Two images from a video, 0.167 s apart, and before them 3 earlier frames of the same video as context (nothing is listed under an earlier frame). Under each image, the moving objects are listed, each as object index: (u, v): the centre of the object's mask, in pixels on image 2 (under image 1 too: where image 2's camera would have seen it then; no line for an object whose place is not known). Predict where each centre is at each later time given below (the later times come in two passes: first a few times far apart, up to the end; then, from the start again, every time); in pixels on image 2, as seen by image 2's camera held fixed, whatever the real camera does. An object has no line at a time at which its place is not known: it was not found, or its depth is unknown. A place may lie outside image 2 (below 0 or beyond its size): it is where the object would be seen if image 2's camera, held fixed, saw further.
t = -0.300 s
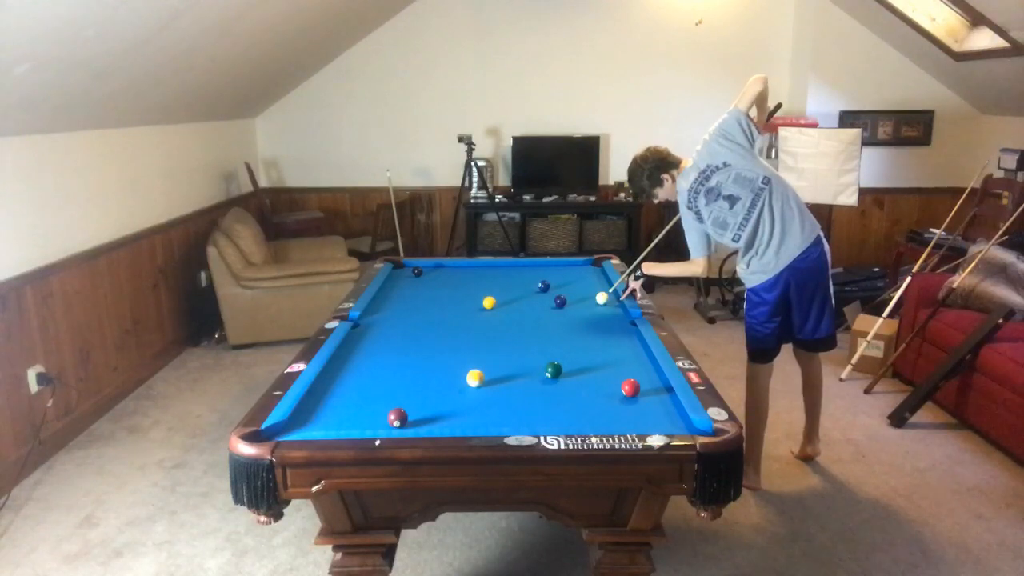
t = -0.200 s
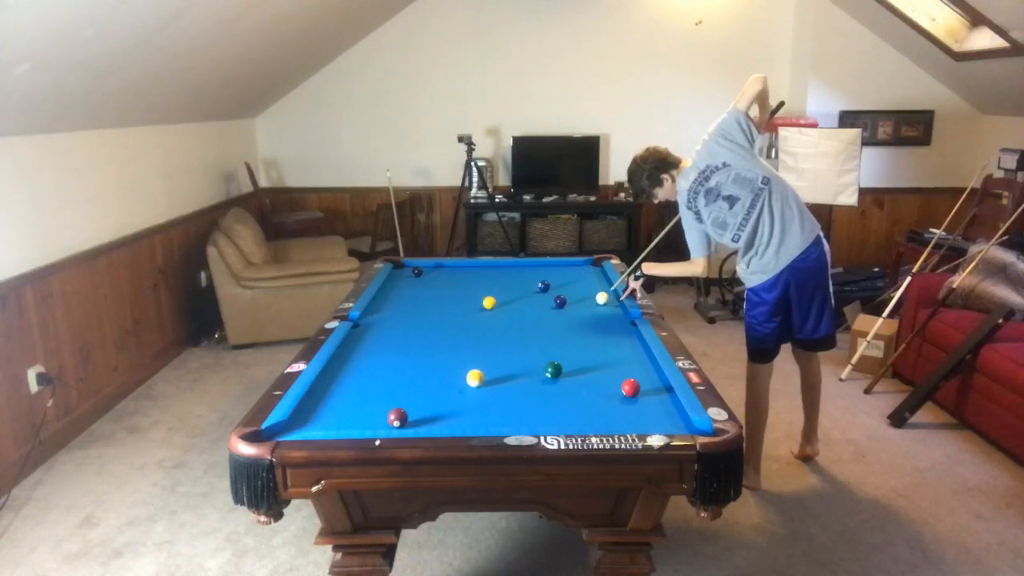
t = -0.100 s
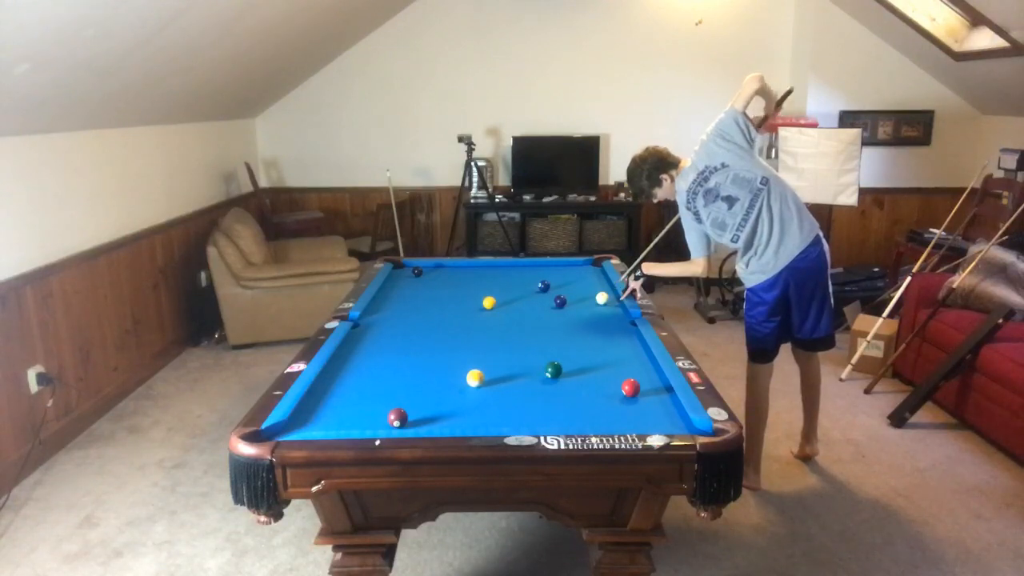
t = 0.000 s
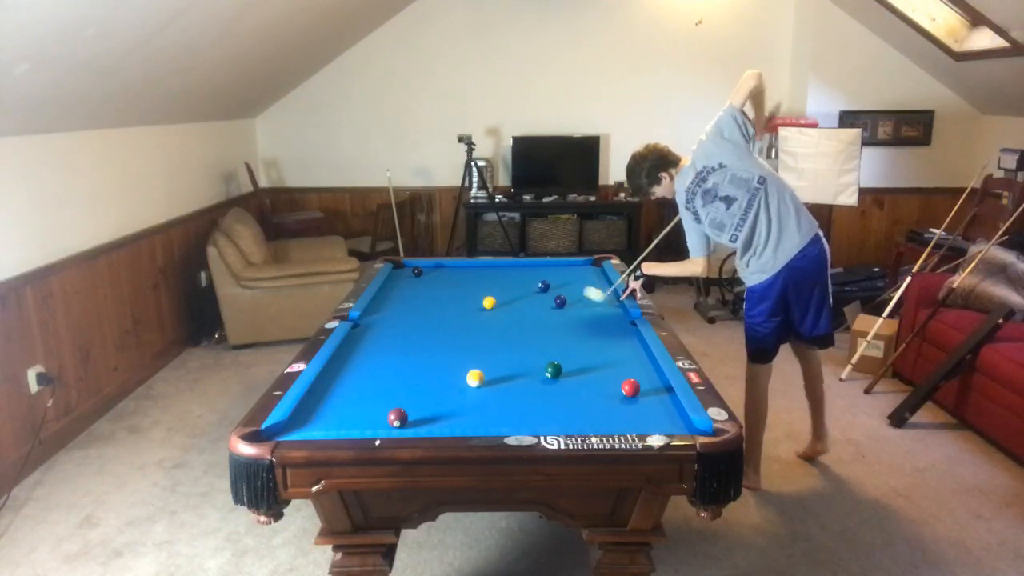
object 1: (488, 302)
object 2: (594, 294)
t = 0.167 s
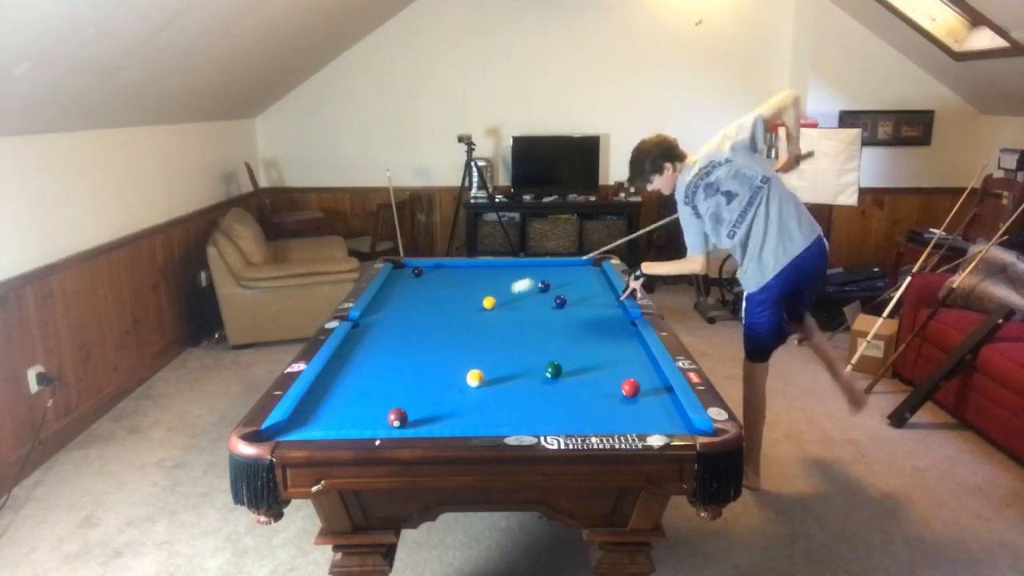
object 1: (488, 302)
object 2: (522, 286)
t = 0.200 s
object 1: (489, 302)
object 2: (508, 291)
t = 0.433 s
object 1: (444, 314)
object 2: (465, 290)
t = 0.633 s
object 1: (404, 324)
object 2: (447, 282)
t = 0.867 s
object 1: (354, 337)
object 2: (427, 274)
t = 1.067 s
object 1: (365, 345)
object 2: (428, 270)
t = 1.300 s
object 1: (383, 355)
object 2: (431, 267)
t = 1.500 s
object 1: (399, 364)
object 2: (434, 264)
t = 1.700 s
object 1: (416, 373)
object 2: (437, 264)
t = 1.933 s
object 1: (437, 383)
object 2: (442, 266)
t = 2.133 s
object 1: (455, 393)
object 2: (445, 267)
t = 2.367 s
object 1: (477, 404)
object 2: (449, 268)
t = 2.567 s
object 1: (496, 413)
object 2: (452, 269)
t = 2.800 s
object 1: (520, 422)
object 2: (456, 270)
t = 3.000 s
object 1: (533, 420)
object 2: (458, 271)
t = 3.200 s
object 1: (545, 416)
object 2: (460, 272)
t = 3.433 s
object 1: (556, 411)
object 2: (462, 272)
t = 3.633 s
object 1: (565, 407)
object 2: (463, 273)
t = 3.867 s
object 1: (574, 402)
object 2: (463, 273)
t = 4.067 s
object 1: (581, 399)
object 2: (463, 273)
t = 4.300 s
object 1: (588, 395)
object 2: (463, 273)
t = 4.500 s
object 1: (593, 393)
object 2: (463, 273)
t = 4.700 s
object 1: (598, 390)
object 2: (463, 273)
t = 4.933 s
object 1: (602, 388)
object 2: (463, 273)
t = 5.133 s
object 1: (605, 386)
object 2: (463, 273)
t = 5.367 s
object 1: (608, 385)
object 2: (463, 273)
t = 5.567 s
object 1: (610, 383)
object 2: (463, 273)
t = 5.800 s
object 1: (612, 382)
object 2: (463, 273)
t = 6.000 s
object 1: (613, 382)
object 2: (463, 273)
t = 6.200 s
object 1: (614, 381)
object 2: (463, 273)
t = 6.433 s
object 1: (614, 381)
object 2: (463, 273)
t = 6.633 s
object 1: (614, 381)
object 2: (463, 273)
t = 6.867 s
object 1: (614, 381)
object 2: (463, 273)
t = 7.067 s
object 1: (614, 381)
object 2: (463, 273)
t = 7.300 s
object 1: (614, 381)
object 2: (463, 273)
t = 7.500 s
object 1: (614, 381)
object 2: (463, 273)
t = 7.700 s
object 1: (614, 381)
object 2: (463, 273)
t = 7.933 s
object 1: (614, 381)
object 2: (463, 273)
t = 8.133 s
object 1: (614, 381)
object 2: (463, 273)
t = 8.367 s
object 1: (614, 381)
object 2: (463, 273)
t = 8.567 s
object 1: (614, 381)
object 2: (463, 273)
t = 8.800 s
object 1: (614, 381)
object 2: (463, 273)
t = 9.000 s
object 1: (614, 381)
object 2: (463, 273)
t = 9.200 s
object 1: (614, 381)
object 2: (463, 273)
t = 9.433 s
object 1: (614, 381)
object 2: (463, 273)
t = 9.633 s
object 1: (614, 381)
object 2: (463, 273)
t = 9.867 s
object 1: (614, 381)
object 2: (463, 273)
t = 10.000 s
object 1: (614, 381)
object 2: (463, 273)
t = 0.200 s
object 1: (489, 302)
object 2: (508, 291)
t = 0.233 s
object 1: (486, 302)
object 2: (497, 295)
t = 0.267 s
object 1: (478, 305)
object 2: (488, 296)
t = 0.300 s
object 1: (471, 307)
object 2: (483, 294)
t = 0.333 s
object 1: (464, 309)
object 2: (478, 294)
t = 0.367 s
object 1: (457, 311)
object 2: (473, 292)
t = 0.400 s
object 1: (451, 313)
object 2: (469, 291)
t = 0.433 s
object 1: (444, 314)
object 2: (465, 290)
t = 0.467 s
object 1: (438, 316)
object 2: (462, 288)
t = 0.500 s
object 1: (431, 317)
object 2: (459, 287)
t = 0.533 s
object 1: (425, 319)
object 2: (456, 286)
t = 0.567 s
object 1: (418, 321)
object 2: (453, 284)
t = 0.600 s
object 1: (411, 323)
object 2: (449, 283)
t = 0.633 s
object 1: (404, 324)
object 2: (447, 282)
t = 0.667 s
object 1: (397, 326)
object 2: (444, 281)
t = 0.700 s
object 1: (390, 328)
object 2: (441, 279)
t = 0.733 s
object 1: (383, 330)
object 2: (438, 278)
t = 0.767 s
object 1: (376, 332)
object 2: (435, 277)
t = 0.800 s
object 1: (369, 334)
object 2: (433, 276)
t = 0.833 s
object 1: (361, 335)
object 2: (430, 275)
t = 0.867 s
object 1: (354, 337)
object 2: (427, 274)
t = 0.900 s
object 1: (351, 339)
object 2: (425, 273)
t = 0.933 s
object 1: (354, 340)
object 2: (426, 272)
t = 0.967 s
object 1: (357, 342)
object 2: (427, 272)
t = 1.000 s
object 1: (360, 343)
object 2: (427, 271)
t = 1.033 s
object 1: (362, 344)
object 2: (428, 270)
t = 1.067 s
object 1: (365, 345)
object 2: (428, 270)
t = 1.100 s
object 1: (367, 347)
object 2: (429, 269)
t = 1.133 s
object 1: (370, 348)
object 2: (429, 269)
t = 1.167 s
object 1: (372, 350)
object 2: (430, 269)
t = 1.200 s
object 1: (375, 351)
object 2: (430, 268)
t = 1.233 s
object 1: (378, 353)
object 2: (430, 268)
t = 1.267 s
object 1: (380, 354)
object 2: (431, 267)
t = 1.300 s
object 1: (383, 355)
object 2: (431, 267)
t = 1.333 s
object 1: (386, 357)
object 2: (432, 266)
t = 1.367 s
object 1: (388, 358)
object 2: (432, 266)
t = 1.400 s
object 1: (391, 360)
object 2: (433, 265)
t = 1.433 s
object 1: (394, 361)
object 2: (433, 265)
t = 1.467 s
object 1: (396, 362)
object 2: (433, 264)
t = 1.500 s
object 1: (399, 364)
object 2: (434, 264)
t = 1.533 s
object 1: (402, 365)
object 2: (434, 264)
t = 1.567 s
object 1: (405, 367)
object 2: (434, 263)
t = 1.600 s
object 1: (407, 368)
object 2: (435, 264)
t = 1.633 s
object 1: (410, 370)
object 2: (436, 264)
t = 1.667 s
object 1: (413, 371)
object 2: (436, 264)
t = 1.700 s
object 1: (416, 373)
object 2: (437, 264)
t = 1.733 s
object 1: (419, 374)
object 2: (438, 264)
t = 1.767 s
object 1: (422, 376)
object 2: (438, 265)
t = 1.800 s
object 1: (425, 377)
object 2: (439, 265)
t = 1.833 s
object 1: (428, 379)
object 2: (440, 265)
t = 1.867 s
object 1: (431, 380)
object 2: (441, 265)
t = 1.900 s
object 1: (434, 382)
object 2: (441, 265)
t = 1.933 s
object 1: (437, 383)
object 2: (442, 266)
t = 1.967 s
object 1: (440, 385)
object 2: (442, 266)
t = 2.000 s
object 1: (443, 386)
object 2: (443, 266)
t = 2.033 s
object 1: (446, 388)
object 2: (444, 266)
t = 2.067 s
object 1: (449, 389)
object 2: (444, 266)
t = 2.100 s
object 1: (452, 391)
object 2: (445, 267)
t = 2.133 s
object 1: (455, 393)
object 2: (445, 267)
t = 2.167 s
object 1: (458, 394)
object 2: (446, 267)
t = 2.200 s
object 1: (461, 396)
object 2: (447, 267)
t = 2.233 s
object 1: (464, 397)
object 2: (447, 268)
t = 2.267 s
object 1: (467, 399)
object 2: (448, 268)
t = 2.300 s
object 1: (470, 400)
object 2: (448, 268)
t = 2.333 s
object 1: (474, 402)
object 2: (449, 268)
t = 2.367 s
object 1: (477, 404)
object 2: (449, 268)
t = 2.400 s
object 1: (480, 405)
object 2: (450, 268)
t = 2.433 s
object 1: (483, 407)
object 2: (450, 269)
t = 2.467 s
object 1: (487, 408)
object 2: (451, 269)
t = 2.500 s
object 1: (490, 410)
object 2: (452, 269)
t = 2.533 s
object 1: (493, 412)
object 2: (452, 269)
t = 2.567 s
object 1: (496, 413)
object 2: (452, 269)
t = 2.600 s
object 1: (500, 415)
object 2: (453, 270)
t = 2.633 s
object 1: (503, 417)
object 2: (453, 270)
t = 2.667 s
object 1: (506, 418)
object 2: (454, 270)
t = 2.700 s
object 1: (510, 419)
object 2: (455, 270)
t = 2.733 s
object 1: (513, 420)
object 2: (455, 270)
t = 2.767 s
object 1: (517, 421)
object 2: (455, 270)
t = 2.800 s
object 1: (520, 422)
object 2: (456, 270)
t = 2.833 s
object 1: (523, 422)
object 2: (456, 270)
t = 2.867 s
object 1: (525, 421)
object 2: (457, 270)
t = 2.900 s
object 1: (527, 421)
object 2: (457, 271)
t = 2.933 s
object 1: (529, 421)
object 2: (457, 271)
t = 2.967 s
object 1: (531, 420)
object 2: (458, 271)
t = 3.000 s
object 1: (533, 420)
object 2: (458, 271)
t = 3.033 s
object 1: (535, 419)
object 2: (459, 271)
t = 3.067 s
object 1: (537, 419)
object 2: (459, 271)
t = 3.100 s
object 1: (539, 418)
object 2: (459, 271)
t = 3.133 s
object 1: (541, 418)
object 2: (460, 272)
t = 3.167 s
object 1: (543, 417)
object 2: (460, 272)
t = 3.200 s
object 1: (545, 416)
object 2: (460, 272)
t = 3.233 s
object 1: (546, 416)
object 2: (460, 272)
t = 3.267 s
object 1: (548, 415)
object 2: (461, 272)
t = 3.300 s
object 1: (550, 414)
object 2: (461, 272)
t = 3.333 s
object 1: (551, 413)
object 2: (462, 272)
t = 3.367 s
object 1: (553, 413)
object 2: (462, 272)
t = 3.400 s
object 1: (555, 412)
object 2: (462, 272)
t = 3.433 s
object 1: (556, 411)
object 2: (462, 272)
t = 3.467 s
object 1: (558, 410)
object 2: (462, 272)
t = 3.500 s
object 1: (559, 410)
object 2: (462, 273)
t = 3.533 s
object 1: (561, 409)
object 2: (463, 273)
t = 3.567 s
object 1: (562, 408)
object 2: (463, 273)
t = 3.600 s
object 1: (564, 408)
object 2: (463, 273)
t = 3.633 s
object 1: (565, 407)
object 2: (463, 273)
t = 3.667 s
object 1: (566, 406)
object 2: (463, 273)
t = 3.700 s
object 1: (568, 405)
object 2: (463, 273)
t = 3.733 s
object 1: (569, 405)
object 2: (464, 273)
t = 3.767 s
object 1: (570, 404)
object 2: (464, 273)
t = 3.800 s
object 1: (572, 404)
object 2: (464, 273)
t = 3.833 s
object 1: (573, 403)
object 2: (464, 273)
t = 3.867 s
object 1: (574, 402)
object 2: (463, 273)
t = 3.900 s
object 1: (575, 402)
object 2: (463, 273)
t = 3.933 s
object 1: (576, 401)
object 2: (463, 273)
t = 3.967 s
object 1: (578, 401)
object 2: (463, 273)
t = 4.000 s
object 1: (579, 400)
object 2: (463, 273)
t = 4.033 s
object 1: (580, 399)
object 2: (463, 273)
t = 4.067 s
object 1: (581, 399)
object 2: (463, 273)
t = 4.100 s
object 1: (582, 398)
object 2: (463, 273)
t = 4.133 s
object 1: (583, 398)
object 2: (463, 273)
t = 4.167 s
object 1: (584, 397)
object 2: (463, 273)
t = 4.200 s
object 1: (585, 397)
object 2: (463, 273)
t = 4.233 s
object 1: (586, 396)
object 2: (463, 273)
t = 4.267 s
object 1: (587, 396)
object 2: (463, 273)
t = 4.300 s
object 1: (588, 395)
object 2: (463, 273)
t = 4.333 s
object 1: (589, 395)
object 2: (463, 273)
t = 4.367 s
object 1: (590, 394)
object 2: (463, 273)
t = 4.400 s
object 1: (590, 394)
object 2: (463, 273)
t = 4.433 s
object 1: (591, 394)
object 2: (463, 273)
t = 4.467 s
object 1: (592, 393)
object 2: (463, 273)
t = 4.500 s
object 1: (593, 393)
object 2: (463, 273)
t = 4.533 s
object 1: (594, 392)
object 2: (463, 273)
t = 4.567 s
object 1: (595, 392)
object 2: (463, 273)
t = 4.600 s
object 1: (595, 391)
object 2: (463, 273)
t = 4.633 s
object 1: (596, 391)
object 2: (463, 273)
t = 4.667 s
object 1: (597, 391)
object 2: (463, 273)
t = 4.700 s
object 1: (598, 390)
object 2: (463, 273)
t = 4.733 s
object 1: (598, 390)
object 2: (463, 273)
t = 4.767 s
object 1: (599, 390)
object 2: (463, 273)
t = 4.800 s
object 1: (600, 389)
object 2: (463, 273)
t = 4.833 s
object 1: (600, 389)
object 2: (463, 273)
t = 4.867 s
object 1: (601, 389)
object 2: (463, 273)
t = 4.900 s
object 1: (602, 388)
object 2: (463, 273)
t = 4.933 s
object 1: (602, 388)
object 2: (463, 273)
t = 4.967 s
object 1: (603, 388)
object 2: (463, 273)
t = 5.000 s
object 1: (603, 387)
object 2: (463, 273)
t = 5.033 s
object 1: (604, 387)
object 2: (463, 273)
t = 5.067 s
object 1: (604, 387)
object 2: (463, 273)
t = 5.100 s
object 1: (605, 386)
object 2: (463, 273)
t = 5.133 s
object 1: (605, 386)
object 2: (463, 273)
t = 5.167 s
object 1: (606, 386)
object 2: (463, 273)
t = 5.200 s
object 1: (606, 386)
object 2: (463, 273)
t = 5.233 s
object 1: (607, 385)
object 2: (463, 273)
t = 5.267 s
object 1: (607, 385)
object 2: (463, 273)
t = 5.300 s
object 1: (608, 385)
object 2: (463, 273)
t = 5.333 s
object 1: (608, 385)
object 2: (463, 273)
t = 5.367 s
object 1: (608, 385)
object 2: (463, 273)
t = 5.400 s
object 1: (609, 384)
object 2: (463, 273)
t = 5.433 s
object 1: (609, 384)
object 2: (463, 273)
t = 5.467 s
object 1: (610, 384)
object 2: (463, 273)
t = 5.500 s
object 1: (610, 384)
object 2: (463, 273)
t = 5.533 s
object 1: (610, 384)
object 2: (463, 273)
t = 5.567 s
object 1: (610, 383)
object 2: (463, 273)
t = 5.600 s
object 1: (611, 383)
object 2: (463, 273)
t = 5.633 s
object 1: (611, 383)
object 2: (463, 273)
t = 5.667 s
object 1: (612, 383)
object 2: (463, 273)
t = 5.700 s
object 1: (612, 383)
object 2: (463, 273)
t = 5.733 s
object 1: (612, 383)
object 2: (463, 273)
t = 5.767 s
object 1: (612, 382)
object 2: (463, 273)
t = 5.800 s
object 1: (612, 382)
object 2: (463, 273)
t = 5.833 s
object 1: (612, 382)
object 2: (463, 273)
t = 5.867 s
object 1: (612, 382)
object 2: (463, 273)
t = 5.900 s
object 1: (613, 382)
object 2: (463, 273)
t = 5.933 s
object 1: (613, 382)
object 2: (463, 273)
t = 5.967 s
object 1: (613, 382)
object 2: (463, 273)
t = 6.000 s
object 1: (613, 382)
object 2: (463, 273)
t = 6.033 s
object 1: (613, 381)
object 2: (463, 273)
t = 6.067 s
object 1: (614, 381)
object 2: (463, 273)
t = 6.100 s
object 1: (614, 381)
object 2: (463, 273)
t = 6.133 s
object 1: (614, 381)
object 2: (463, 273)
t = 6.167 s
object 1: (614, 381)
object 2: (463, 273)
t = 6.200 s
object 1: (614, 381)
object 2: (463, 273)
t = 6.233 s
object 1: (614, 381)
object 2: (463, 273)
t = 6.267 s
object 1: (614, 381)
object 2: (463, 273)
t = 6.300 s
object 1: (614, 381)
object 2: (463, 273)
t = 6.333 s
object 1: (614, 381)
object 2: (463, 273)
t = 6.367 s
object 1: (614, 381)
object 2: (463, 273)
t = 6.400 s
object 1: (614, 381)
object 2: (463, 273)
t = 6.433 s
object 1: (614, 381)
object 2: (463, 273)
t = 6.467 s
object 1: (614, 381)
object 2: (463, 273)
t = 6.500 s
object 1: (614, 381)
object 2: (463, 273)
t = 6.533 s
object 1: (614, 381)
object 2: (463, 273)
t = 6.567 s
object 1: (614, 381)
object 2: (463, 273)
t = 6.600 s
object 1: (614, 381)
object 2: (463, 273)
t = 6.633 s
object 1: (614, 381)
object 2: (463, 273)
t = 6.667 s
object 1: (614, 381)
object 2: (463, 273)
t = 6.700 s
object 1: (614, 381)
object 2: (463, 273)
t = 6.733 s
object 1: (614, 381)
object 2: (463, 273)
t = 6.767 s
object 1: (614, 381)
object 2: (463, 273)
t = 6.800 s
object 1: (614, 381)
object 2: (463, 273)
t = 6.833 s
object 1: (614, 381)
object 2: (463, 273)
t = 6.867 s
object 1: (614, 381)
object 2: (463, 273)
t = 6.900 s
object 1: (614, 381)
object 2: (463, 273)
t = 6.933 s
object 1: (614, 381)
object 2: (463, 273)
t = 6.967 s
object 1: (614, 381)
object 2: (463, 273)
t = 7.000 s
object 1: (614, 381)
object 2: (463, 273)
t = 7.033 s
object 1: (614, 381)
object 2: (463, 273)
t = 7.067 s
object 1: (614, 381)
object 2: (463, 273)
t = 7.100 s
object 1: (614, 381)
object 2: (463, 273)
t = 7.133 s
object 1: (614, 381)
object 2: (463, 273)
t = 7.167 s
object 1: (614, 381)
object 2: (463, 273)
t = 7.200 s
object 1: (614, 381)
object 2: (463, 273)
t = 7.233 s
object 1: (614, 381)
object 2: (463, 273)
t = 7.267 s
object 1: (614, 381)
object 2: (463, 273)
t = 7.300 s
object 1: (614, 381)
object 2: (463, 273)
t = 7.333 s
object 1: (614, 381)
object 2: (463, 273)
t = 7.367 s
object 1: (614, 381)
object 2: (463, 273)
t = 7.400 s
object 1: (614, 381)
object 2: (463, 273)
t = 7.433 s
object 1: (614, 381)
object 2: (463, 273)
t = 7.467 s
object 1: (614, 381)
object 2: (463, 273)
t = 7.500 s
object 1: (614, 381)
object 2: (463, 273)
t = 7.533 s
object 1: (614, 381)
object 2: (463, 273)
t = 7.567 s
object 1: (614, 381)
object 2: (463, 273)
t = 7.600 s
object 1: (614, 381)
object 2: (463, 273)
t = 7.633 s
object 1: (614, 381)
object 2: (463, 273)
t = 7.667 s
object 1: (614, 381)
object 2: (463, 273)
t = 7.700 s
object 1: (614, 381)
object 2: (463, 273)
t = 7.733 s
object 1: (614, 381)
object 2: (463, 273)
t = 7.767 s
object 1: (614, 381)
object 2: (463, 273)
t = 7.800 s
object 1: (614, 381)
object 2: (463, 273)
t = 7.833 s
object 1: (614, 381)
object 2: (463, 273)
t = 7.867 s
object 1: (614, 381)
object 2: (463, 273)
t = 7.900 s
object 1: (614, 381)
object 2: (463, 273)
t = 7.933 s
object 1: (614, 381)
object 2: (463, 273)
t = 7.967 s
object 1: (614, 381)
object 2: (463, 273)
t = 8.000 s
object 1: (614, 381)
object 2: (463, 273)
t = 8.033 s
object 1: (614, 381)
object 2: (463, 273)
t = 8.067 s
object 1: (614, 381)
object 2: (463, 273)
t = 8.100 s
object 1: (614, 381)
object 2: (463, 273)
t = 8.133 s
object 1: (614, 381)
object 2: (463, 273)
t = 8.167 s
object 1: (614, 381)
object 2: (463, 273)
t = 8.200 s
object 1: (614, 381)
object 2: (463, 273)
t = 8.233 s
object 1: (614, 381)
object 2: (463, 273)
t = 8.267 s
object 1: (614, 381)
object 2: (463, 273)
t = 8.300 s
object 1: (614, 381)
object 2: (463, 273)
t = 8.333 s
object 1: (614, 381)
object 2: (463, 273)
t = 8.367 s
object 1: (614, 381)
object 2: (463, 273)
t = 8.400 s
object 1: (614, 381)
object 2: (463, 273)
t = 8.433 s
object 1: (614, 381)
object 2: (463, 273)
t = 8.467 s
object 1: (614, 381)
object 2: (463, 273)
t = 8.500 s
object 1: (614, 381)
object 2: (463, 273)
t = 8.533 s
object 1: (614, 381)
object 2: (463, 273)
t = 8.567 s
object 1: (614, 381)
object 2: (463, 273)
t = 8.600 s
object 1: (614, 381)
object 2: (463, 273)
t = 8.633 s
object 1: (614, 381)
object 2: (463, 273)
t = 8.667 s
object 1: (614, 381)
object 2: (463, 273)
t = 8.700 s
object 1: (614, 381)
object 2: (463, 273)
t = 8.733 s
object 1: (614, 381)
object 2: (463, 273)
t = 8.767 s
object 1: (614, 381)
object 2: (463, 273)
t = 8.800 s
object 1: (614, 381)
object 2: (463, 273)
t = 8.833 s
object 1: (614, 381)
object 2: (463, 273)
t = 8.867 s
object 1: (614, 381)
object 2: (463, 273)
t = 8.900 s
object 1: (614, 381)
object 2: (463, 273)
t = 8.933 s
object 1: (614, 381)
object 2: (463, 273)
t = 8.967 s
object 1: (614, 381)
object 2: (463, 273)
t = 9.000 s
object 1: (614, 381)
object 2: (463, 273)
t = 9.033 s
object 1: (614, 381)
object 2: (463, 273)
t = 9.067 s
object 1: (614, 381)
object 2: (463, 273)
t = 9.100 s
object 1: (614, 381)
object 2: (463, 273)
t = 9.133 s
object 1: (614, 381)
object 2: (463, 273)
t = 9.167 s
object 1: (614, 381)
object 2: (463, 273)
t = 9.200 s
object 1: (614, 381)
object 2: (463, 273)
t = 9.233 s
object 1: (614, 381)
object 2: (463, 273)
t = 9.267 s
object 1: (614, 381)
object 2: (463, 273)
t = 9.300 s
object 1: (614, 381)
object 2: (463, 273)
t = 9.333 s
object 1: (614, 381)
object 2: (463, 273)
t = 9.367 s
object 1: (614, 381)
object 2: (463, 273)
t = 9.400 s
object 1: (614, 381)
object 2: (463, 273)
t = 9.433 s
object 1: (614, 381)
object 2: (463, 273)
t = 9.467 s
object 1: (614, 381)
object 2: (463, 273)
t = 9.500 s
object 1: (614, 381)
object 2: (463, 273)
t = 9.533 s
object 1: (614, 381)
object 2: (463, 273)
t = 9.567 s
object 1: (614, 381)
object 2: (463, 273)
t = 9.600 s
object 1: (614, 381)
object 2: (463, 273)
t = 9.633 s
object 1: (614, 381)
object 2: (463, 273)
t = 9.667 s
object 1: (614, 381)
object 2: (463, 273)
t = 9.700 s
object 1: (614, 381)
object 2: (463, 273)
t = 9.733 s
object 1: (614, 381)
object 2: (463, 273)
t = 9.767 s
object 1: (614, 381)
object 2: (463, 273)
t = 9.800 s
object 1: (614, 381)
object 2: (463, 273)
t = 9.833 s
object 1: (614, 381)
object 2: (463, 273)
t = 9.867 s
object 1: (614, 381)
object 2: (463, 273)
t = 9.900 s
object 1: (614, 381)
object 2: (463, 273)
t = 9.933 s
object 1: (614, 381)
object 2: (463, 273)
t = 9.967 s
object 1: (614, 381)
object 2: (463, 273)
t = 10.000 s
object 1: (614, 381)
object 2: (463, 273)
